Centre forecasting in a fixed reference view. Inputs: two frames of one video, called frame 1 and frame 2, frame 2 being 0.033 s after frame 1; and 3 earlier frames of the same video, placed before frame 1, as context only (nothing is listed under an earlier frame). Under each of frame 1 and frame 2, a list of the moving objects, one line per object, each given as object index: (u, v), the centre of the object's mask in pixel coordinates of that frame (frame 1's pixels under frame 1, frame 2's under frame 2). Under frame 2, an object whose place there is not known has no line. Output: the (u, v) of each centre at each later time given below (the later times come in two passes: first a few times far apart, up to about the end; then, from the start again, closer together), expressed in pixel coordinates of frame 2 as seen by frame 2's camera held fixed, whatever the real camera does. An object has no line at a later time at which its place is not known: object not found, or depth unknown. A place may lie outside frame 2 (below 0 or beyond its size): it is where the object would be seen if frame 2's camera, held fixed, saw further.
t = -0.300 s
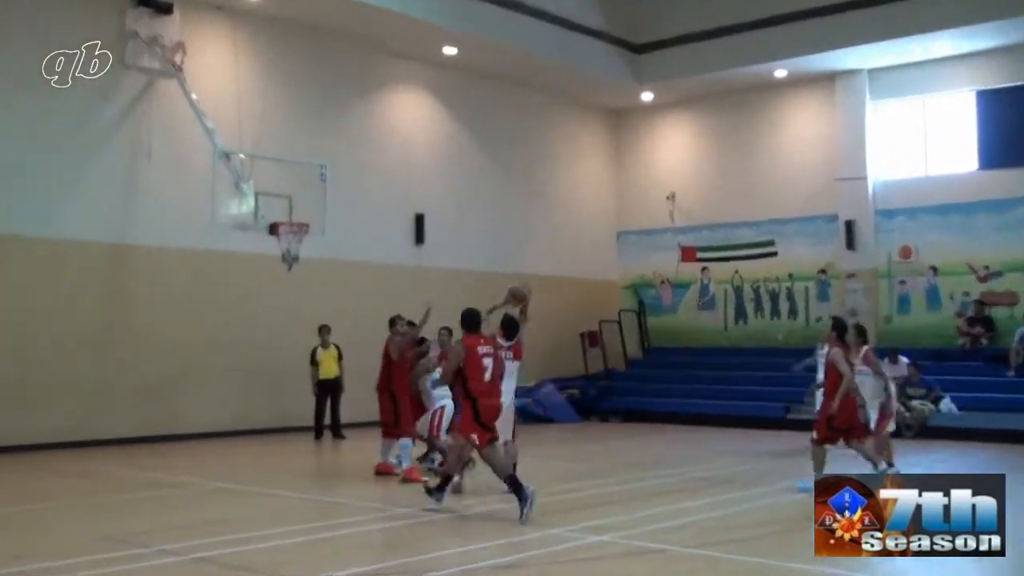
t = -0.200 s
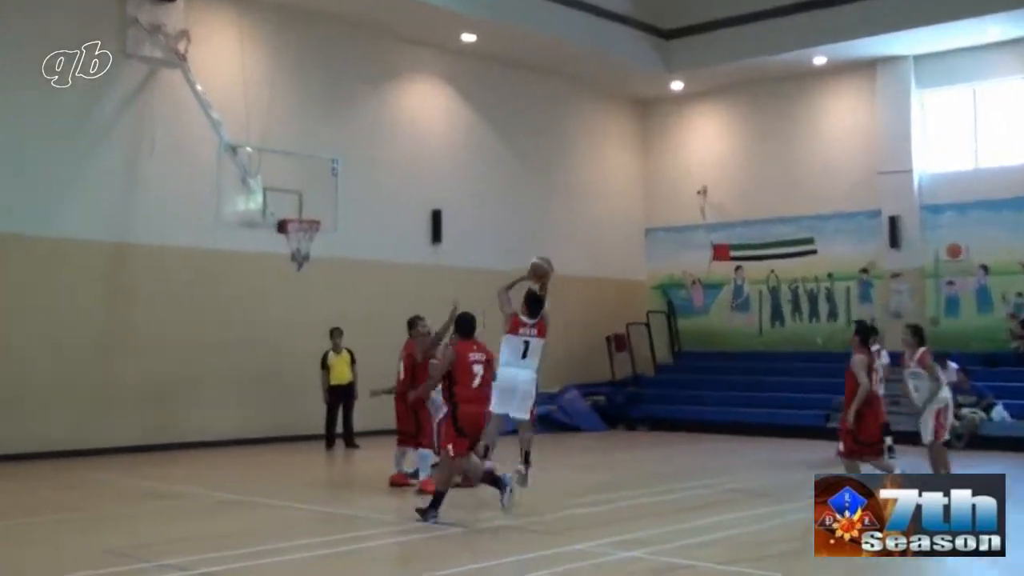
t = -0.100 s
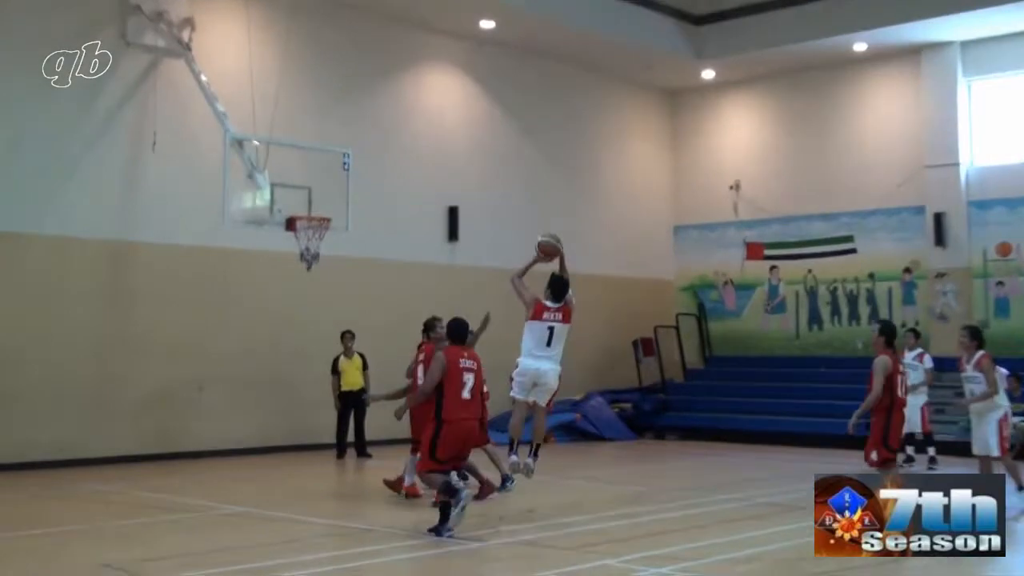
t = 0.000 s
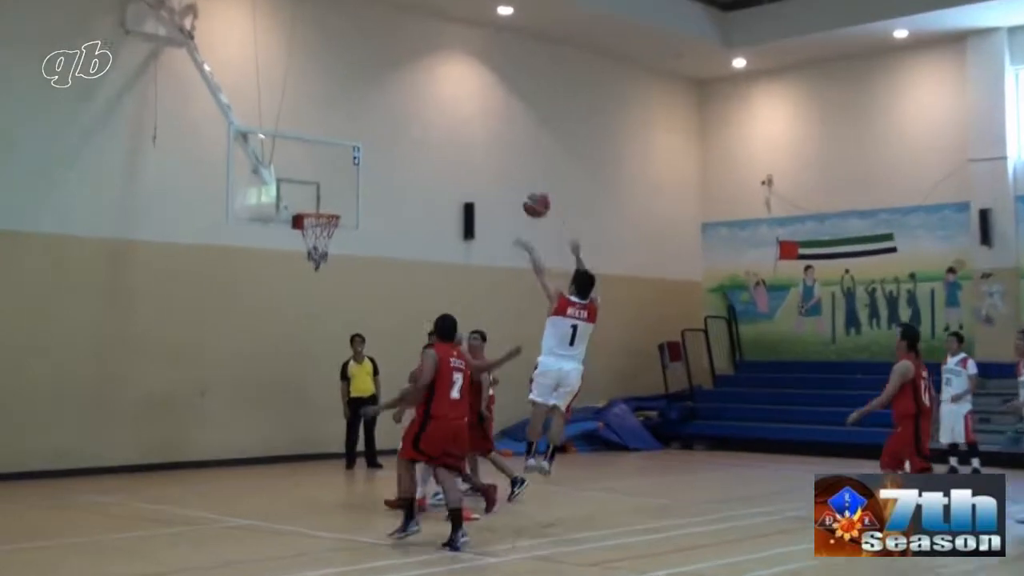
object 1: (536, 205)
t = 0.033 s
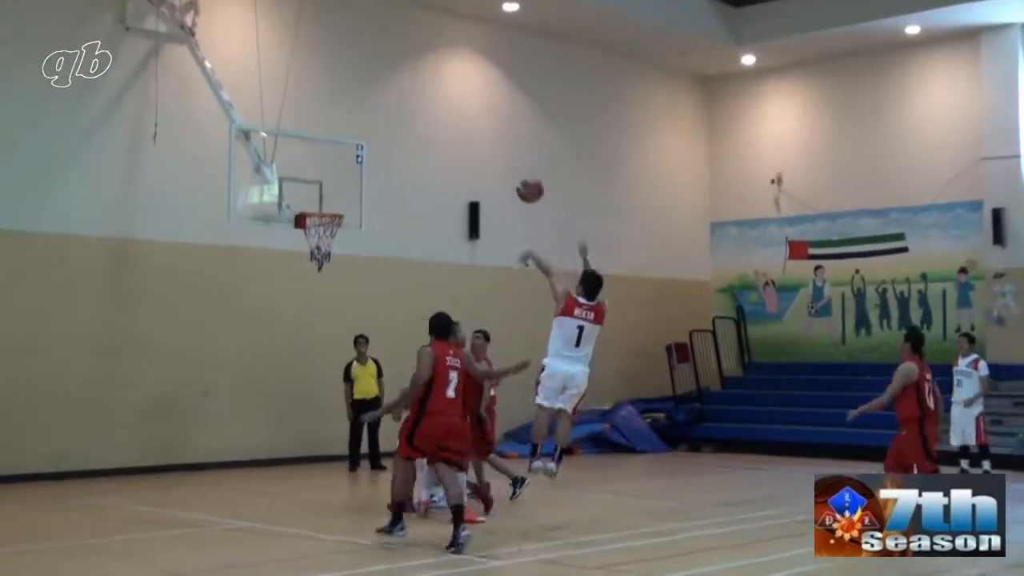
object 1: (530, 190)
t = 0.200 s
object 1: (474, 141)
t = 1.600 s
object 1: (326, 198)
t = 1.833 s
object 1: (302, 200)
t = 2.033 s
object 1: (312, 204)
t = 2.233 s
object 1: (330, 216)
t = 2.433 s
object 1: (333, 232)
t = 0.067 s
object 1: (518, 176)
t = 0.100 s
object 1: (507, 166)
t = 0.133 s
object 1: (496, 157)
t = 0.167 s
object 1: (485, 148)
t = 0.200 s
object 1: (474, 141)
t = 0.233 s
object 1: (464, 134)
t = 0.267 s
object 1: (454, 130)
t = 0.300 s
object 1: (444, 127)
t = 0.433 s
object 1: (405, 124)
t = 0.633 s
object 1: (353, 154)
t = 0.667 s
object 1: (346, 160)
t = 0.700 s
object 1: (338, 169)
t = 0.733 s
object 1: (329, 179)
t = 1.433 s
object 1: (334, 182)
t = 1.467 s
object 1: (336, 190)
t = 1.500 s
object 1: (337, 199)
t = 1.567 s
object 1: (332, 200)
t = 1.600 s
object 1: (326, 198)
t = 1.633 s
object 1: (321, 196)
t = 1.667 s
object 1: (317, 196)
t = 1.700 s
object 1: (312, 198)
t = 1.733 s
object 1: (307, 199)
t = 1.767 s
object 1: (302, 202)
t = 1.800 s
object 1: (301, 202)
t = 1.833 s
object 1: (302, 200)
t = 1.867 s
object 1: (303, 200)
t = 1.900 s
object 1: (304, 200)
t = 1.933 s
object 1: (306, 201)
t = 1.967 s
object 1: (307, 203)
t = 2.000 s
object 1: (309, 204)
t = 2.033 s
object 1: (312, 204)
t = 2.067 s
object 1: (314, 205)
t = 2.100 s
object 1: (316, 206)
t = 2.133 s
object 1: (319, 209)
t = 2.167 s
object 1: (323, 211)
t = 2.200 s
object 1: (327, 214)
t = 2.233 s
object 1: (330, 216)
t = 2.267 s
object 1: (331, 220)
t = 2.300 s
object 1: (334, 224)
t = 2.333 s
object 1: (335, 227)
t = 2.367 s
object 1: (335, 231)
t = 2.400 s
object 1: (335, 231)
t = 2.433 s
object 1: (333, 232)
